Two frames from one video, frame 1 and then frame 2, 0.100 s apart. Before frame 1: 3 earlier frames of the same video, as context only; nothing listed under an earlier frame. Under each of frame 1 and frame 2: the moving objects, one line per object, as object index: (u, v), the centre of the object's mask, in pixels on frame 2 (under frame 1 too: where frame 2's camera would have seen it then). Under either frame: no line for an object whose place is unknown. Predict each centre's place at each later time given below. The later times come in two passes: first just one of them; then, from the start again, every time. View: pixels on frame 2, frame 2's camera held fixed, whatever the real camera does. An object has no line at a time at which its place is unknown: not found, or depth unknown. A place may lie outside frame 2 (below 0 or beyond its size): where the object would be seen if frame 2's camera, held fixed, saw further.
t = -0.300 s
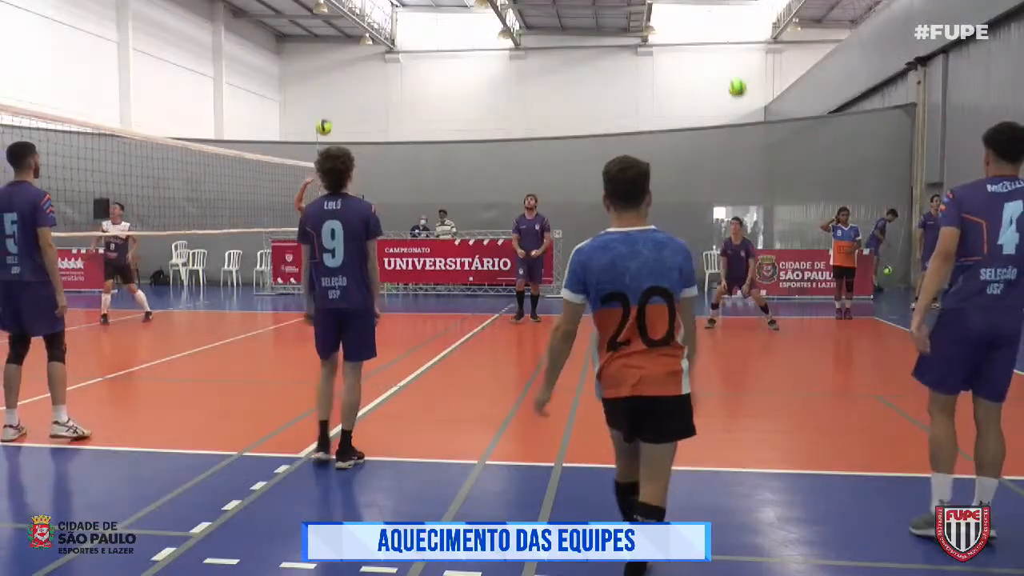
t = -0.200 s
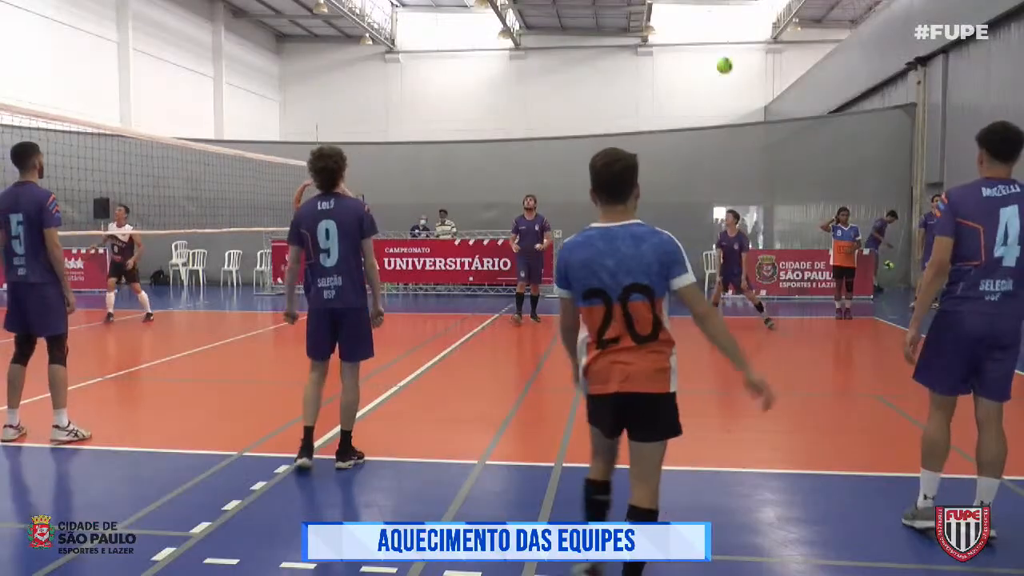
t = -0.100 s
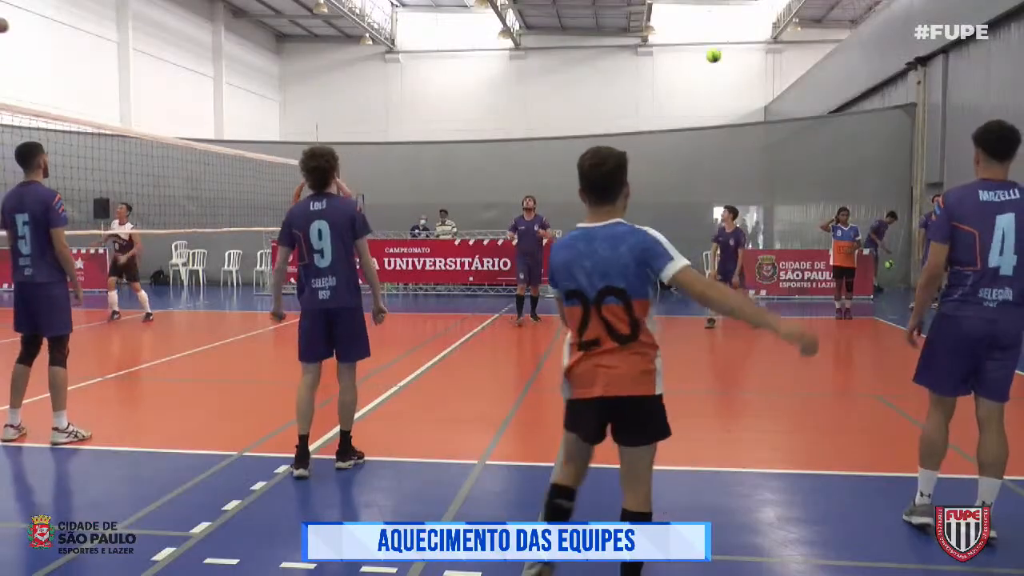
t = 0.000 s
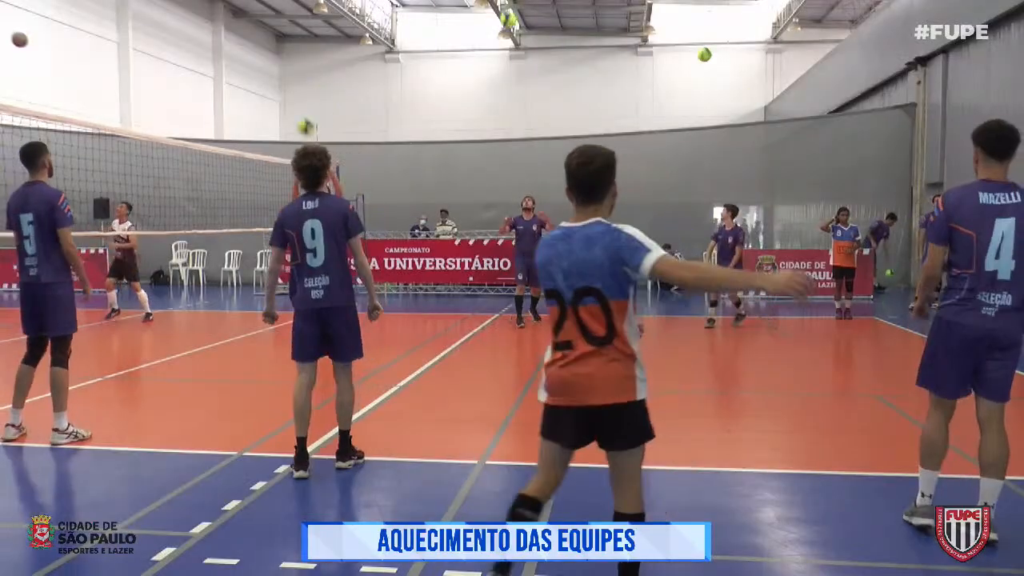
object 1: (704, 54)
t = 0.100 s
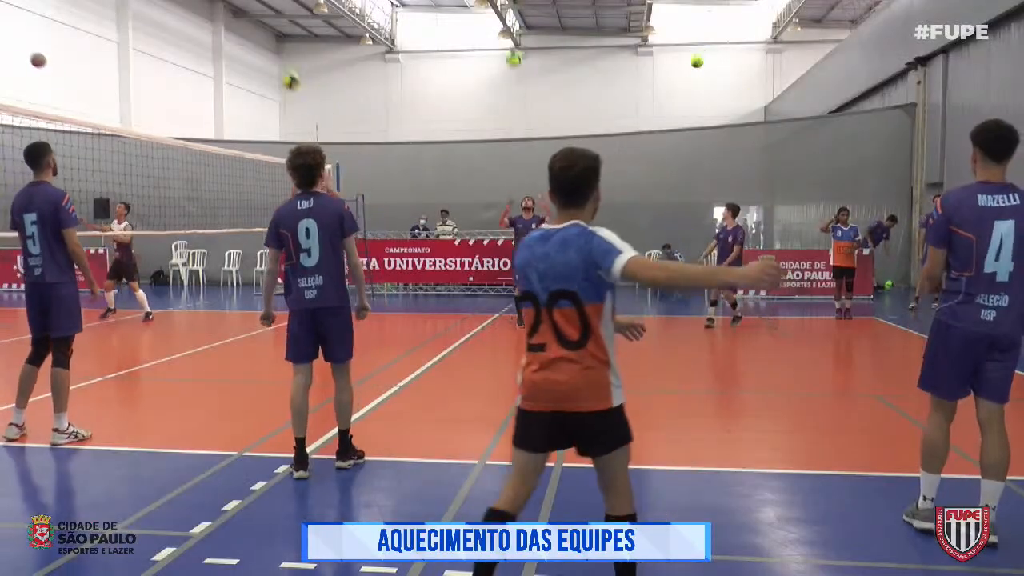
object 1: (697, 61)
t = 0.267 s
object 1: (686, 86)
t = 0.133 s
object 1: (694, 65)
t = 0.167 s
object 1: (692, 69)
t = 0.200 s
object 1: (690, 74)
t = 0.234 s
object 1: (688, 79)
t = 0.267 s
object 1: (686, 86)
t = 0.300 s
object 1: (684, 91)
